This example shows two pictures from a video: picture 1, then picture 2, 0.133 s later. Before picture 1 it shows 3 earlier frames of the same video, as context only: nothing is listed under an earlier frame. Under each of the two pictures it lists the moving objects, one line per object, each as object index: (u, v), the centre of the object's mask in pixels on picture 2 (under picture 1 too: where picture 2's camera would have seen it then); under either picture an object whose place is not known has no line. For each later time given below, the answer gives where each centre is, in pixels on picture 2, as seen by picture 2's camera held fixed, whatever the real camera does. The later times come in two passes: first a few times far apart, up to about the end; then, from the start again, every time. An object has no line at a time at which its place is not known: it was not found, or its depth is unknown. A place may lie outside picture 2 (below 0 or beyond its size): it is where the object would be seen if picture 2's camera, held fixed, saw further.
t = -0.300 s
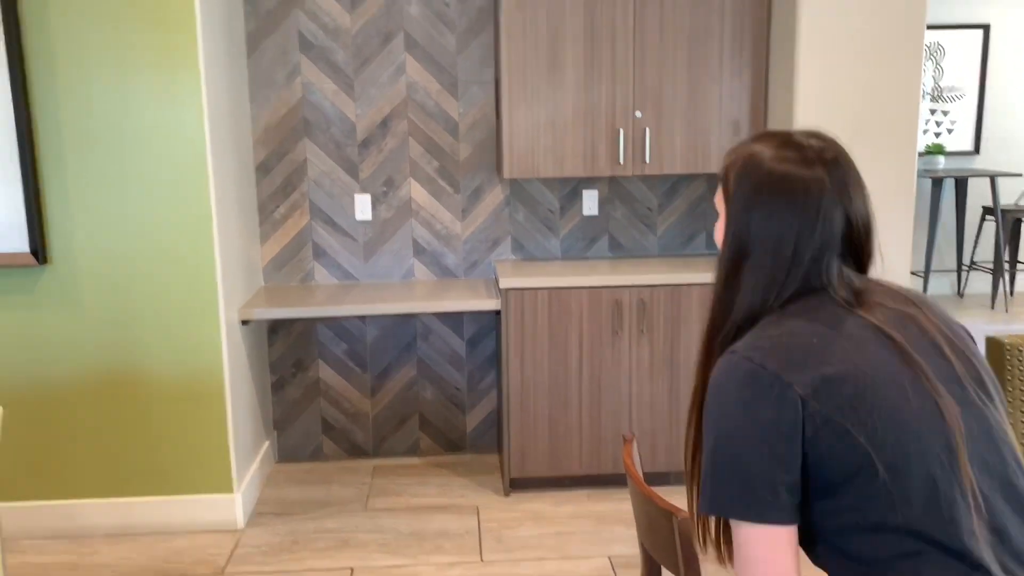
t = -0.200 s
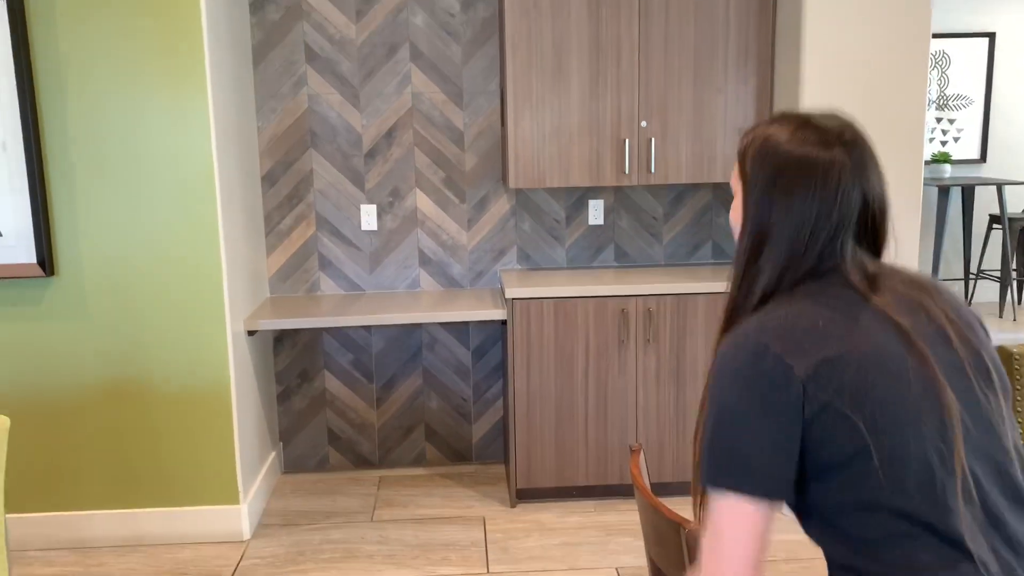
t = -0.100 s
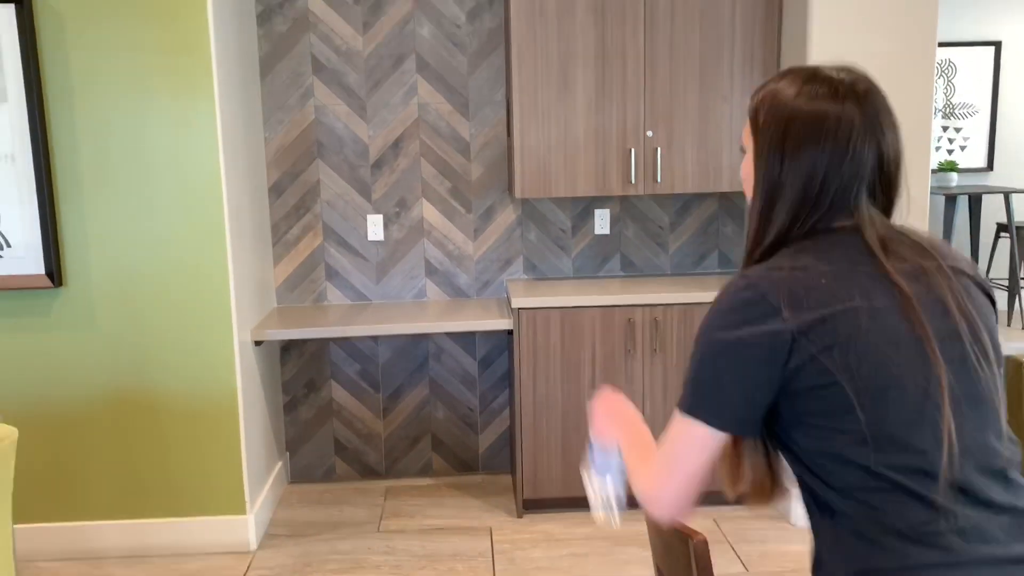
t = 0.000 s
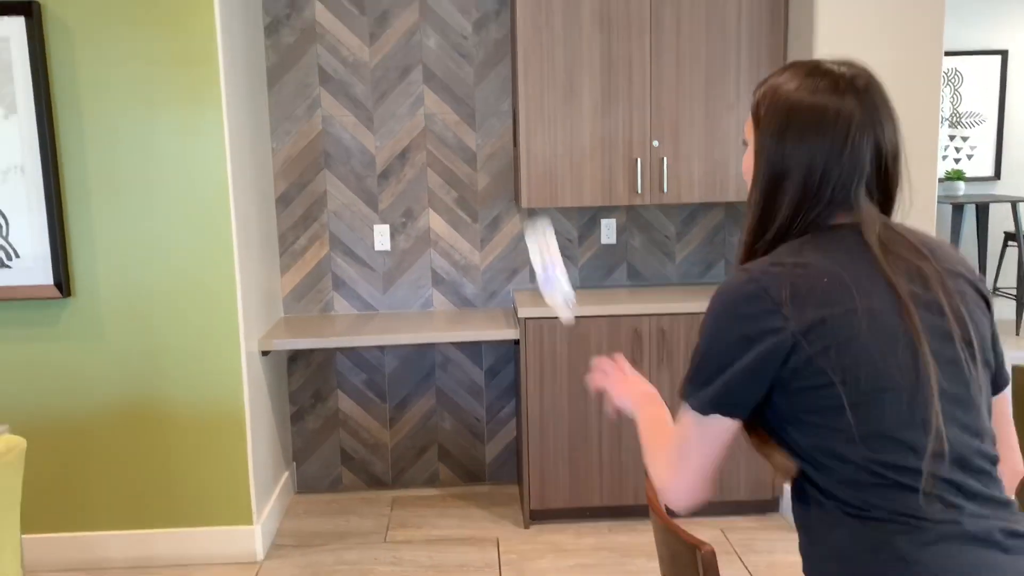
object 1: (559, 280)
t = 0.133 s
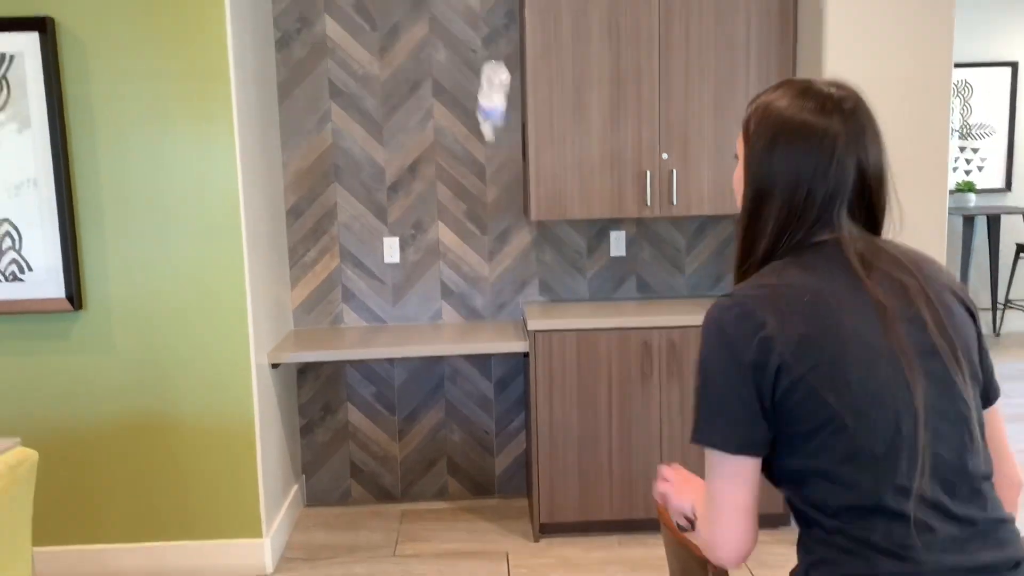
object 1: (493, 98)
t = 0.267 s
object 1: (452, 28)
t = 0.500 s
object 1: (408, 66)
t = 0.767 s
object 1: (375, 206)
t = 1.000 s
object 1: (348, 329)
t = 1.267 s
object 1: (326, 334)
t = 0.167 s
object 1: (481, 71)
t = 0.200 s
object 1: (470, 52)
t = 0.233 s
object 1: (460, 38)
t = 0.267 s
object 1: (452, 28)
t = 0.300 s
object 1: (444, 23)
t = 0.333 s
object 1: (437, 23)
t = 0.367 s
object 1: (431, 26)
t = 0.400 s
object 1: (424, 32)
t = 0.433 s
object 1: (418, 42)
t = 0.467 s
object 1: (413, 54)
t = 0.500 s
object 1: (408, 66)
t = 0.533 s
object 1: (403, 81)
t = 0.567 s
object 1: (400, 99)
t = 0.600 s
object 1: (396, 119)
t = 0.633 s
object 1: (392, 135)
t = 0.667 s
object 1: (389, 149)
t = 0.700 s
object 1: (384, 167)
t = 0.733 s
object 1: (380, 187)
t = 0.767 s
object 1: (375, 206)
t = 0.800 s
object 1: (371, 231)
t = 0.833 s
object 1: (367, 257)
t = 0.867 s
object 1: (363, 286)
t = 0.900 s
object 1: (358, 318)
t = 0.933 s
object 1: (352, 319)
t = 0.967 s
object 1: (350, 325)
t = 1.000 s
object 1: (348, 329)
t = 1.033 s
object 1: (344, 329)
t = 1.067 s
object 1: (341, 331)
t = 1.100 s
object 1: (337, 331)
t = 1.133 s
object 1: (334, 332)
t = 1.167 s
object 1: (332, 332)
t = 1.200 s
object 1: (330, 333)
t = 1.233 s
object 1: (328, 333)
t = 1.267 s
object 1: (326, 334)
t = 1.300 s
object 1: (325, 334)
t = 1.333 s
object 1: (323, 335)
